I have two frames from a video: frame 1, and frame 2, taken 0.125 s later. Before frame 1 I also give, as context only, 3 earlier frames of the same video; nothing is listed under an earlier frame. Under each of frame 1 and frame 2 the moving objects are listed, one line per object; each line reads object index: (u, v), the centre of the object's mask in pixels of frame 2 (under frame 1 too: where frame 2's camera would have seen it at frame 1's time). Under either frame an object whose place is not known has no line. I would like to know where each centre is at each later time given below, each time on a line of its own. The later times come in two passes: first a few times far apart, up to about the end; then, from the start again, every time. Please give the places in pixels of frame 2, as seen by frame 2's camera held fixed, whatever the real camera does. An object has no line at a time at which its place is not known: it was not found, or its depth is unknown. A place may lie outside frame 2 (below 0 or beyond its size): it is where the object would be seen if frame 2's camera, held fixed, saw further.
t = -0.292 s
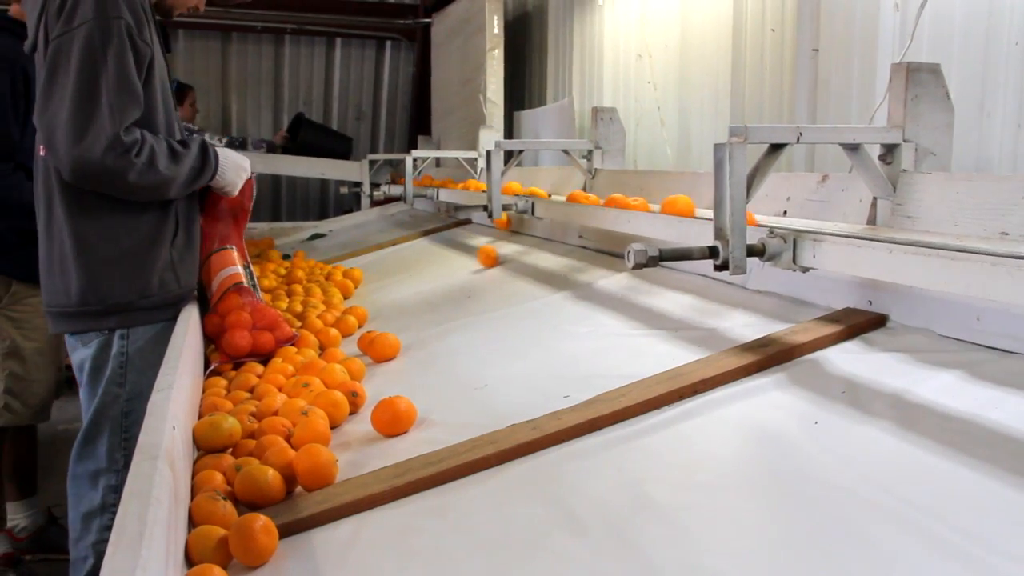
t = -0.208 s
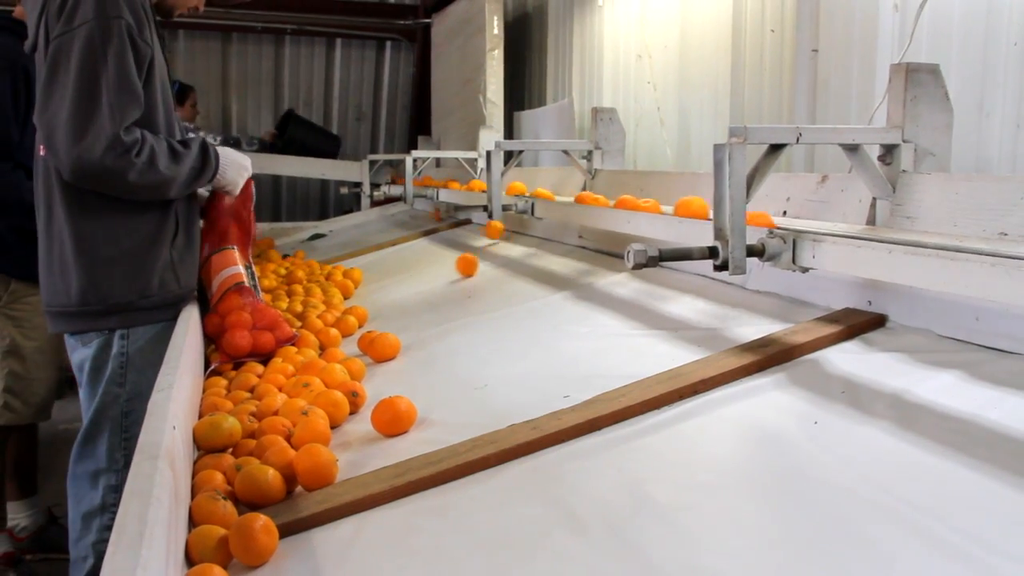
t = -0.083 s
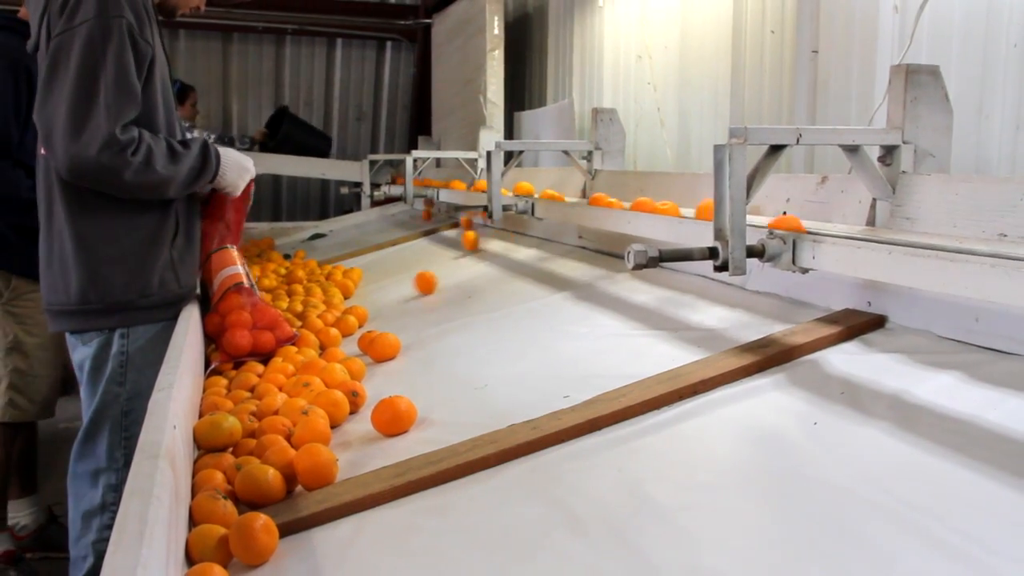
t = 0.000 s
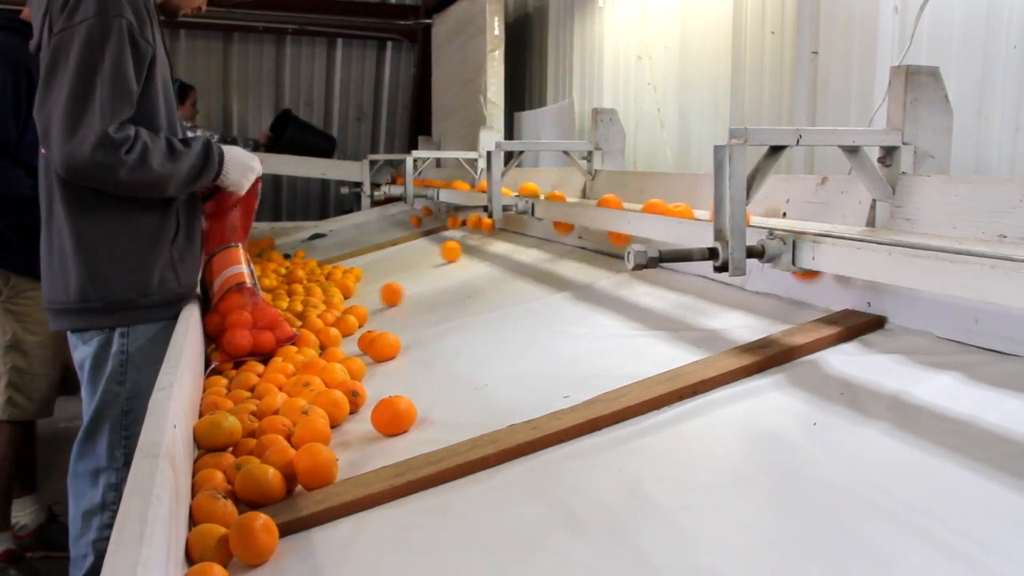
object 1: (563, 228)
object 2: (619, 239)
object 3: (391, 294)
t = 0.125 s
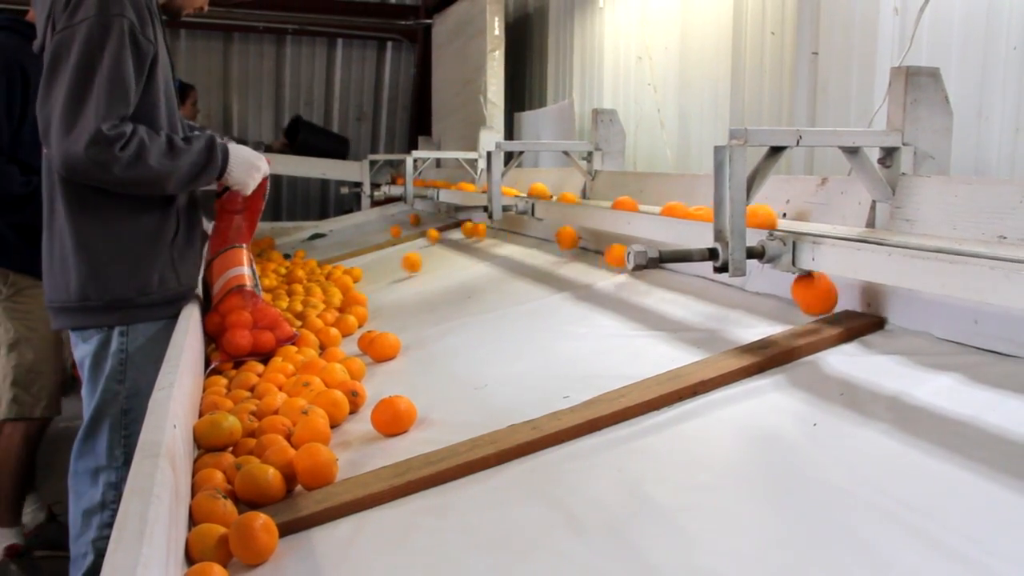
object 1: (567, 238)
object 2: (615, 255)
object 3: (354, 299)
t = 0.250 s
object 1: (560, 252)
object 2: (599, 274)
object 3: (353, 305)
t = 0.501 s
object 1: (509, 281)
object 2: (518, 316)
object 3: (355, 311)
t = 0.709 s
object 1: (422, 318)
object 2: (401, 360)
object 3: (355, 312)
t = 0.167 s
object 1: (565, 240)
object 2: (612, 261)
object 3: (350, 303)
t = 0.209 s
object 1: (564, 250)
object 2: (607, 274)
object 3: (351, 304)
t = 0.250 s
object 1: (560, 252)
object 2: (599, 274)
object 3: (353, 305)
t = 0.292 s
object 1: (554, 255)
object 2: (588, 280)
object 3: (352, 305)
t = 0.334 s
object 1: (548, 263)
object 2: (578, 289)
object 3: (353, 304)
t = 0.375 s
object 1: (541, 267)
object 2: (567, 291)
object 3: (355, 311)
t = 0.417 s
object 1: (531, 270)
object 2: (553, 302)
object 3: (355, 311)
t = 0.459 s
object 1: (521, 276)
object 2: (536, 307)
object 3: (355, 311)
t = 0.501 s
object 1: (509, 281)
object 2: (518, 316)
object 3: (355, 311)
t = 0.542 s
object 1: (495, 287)
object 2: (499, 322)
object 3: (355, 311)
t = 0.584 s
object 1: (479, 295)
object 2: (477, 331)
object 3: (355, 311)
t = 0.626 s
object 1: (462, 302)
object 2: (453, 339)
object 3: (355, 312)
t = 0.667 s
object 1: (442, 309)
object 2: (427, 349)
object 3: (355, 312)
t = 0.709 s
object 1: (422, 318)
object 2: (401, 360)
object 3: (355, 312)
